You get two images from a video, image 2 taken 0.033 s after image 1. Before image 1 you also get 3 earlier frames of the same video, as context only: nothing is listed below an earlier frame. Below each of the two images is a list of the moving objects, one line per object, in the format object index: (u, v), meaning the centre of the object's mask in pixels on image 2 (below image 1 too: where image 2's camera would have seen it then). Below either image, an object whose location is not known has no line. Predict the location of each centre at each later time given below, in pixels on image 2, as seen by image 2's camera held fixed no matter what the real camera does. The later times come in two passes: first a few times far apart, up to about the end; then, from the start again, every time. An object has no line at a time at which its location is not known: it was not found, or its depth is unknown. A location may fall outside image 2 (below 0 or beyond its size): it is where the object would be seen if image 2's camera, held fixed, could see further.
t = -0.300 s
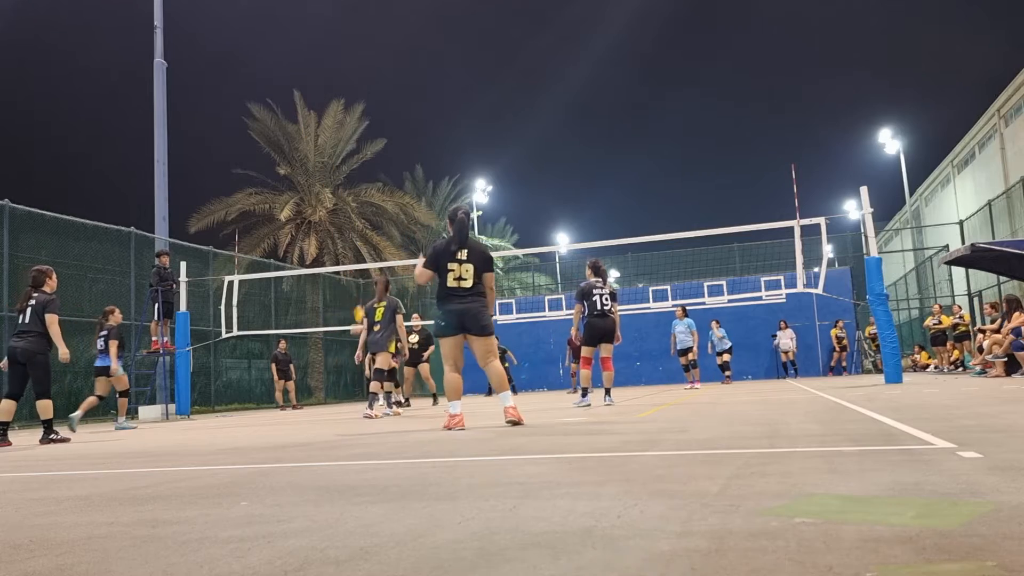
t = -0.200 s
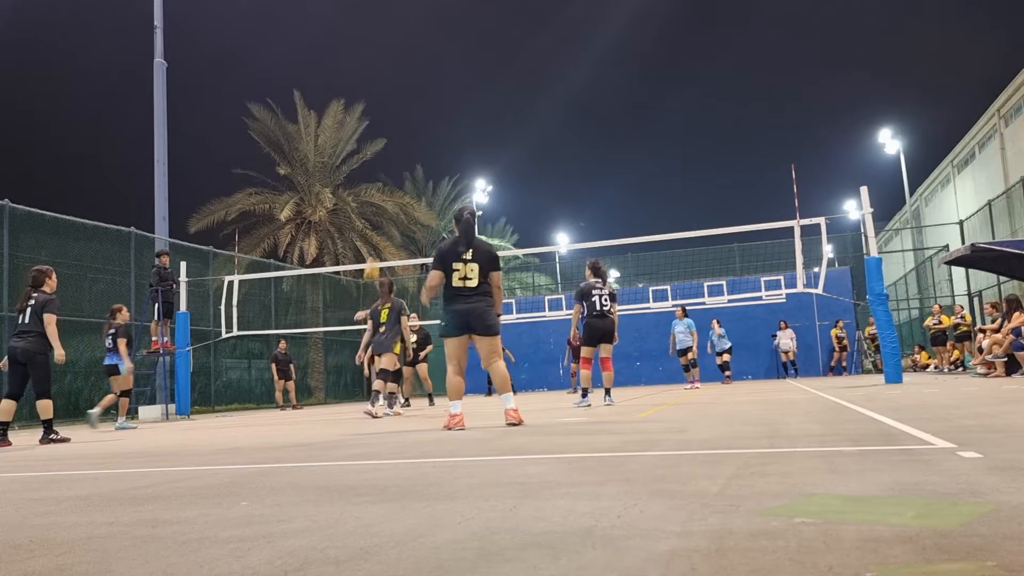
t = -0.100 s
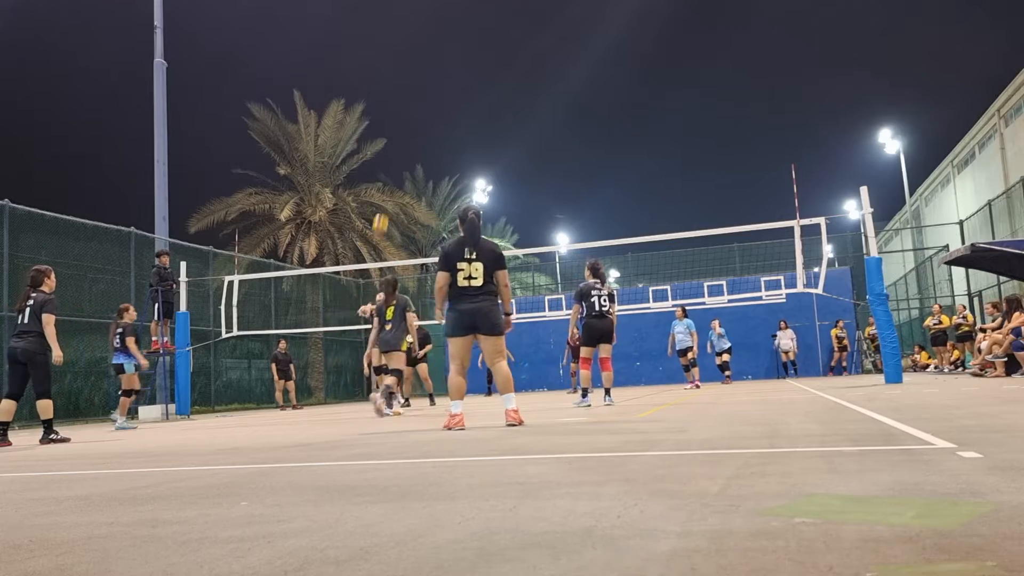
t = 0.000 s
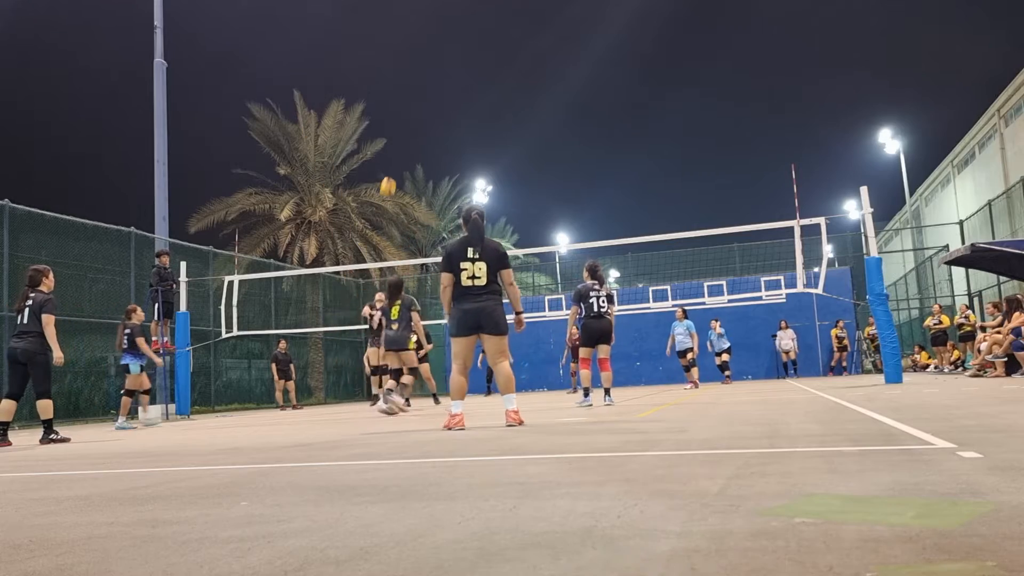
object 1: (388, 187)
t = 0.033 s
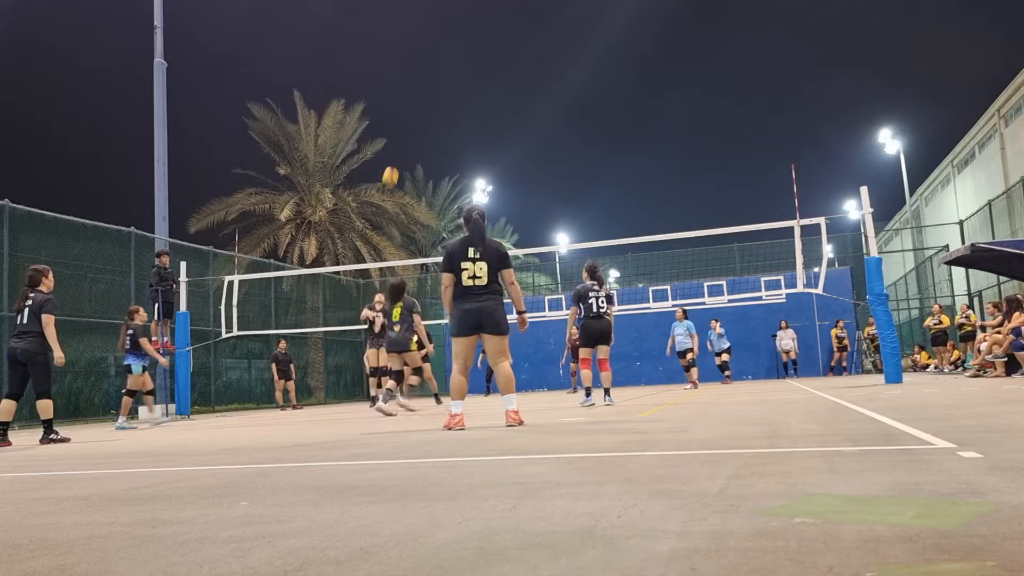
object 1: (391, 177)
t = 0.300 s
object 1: (410, 121)
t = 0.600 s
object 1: (433, 114)
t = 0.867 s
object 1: (454, 154)
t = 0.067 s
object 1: (393, 167)
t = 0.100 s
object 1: (395, 158)
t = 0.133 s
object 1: (398, 150)
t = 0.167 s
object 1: (400, 143)
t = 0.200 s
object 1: (403, 136)
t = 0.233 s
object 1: (405, 130)
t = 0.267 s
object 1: (408, 125)
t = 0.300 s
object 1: (410, 121)
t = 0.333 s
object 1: (413, 117)
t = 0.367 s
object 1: (415, 114)
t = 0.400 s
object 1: (418, 112)
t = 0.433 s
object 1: (420, 111)
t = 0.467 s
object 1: (423, 110)
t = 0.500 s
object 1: (425, 110)
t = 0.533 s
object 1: (428, 110)
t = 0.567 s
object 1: (431, 112)
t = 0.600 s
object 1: (433, 114)
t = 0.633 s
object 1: (435, 117)
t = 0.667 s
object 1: (438, 120)
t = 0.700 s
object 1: (441, 124)
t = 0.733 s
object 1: (443, 129)
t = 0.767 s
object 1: (446, 134)
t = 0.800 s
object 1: (448, 140)
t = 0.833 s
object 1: (451, 147)
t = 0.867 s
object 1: (454, 154)
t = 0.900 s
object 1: (456, 162)
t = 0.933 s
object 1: (459, 171)
